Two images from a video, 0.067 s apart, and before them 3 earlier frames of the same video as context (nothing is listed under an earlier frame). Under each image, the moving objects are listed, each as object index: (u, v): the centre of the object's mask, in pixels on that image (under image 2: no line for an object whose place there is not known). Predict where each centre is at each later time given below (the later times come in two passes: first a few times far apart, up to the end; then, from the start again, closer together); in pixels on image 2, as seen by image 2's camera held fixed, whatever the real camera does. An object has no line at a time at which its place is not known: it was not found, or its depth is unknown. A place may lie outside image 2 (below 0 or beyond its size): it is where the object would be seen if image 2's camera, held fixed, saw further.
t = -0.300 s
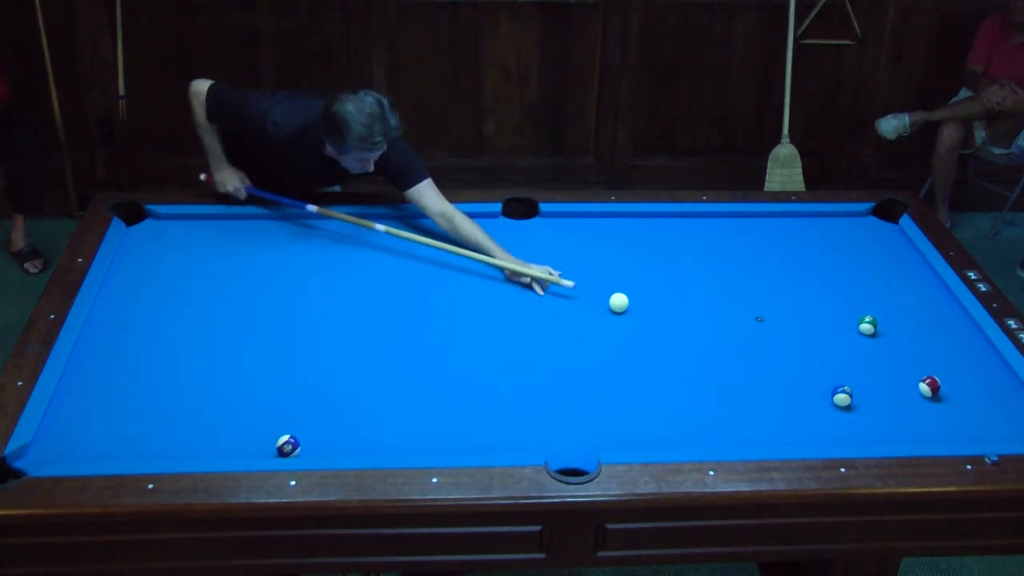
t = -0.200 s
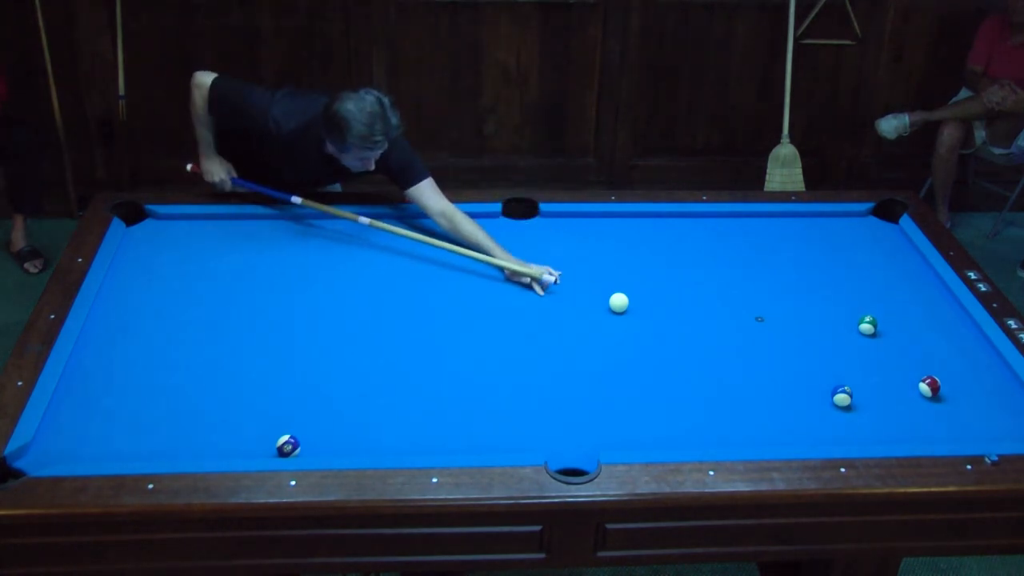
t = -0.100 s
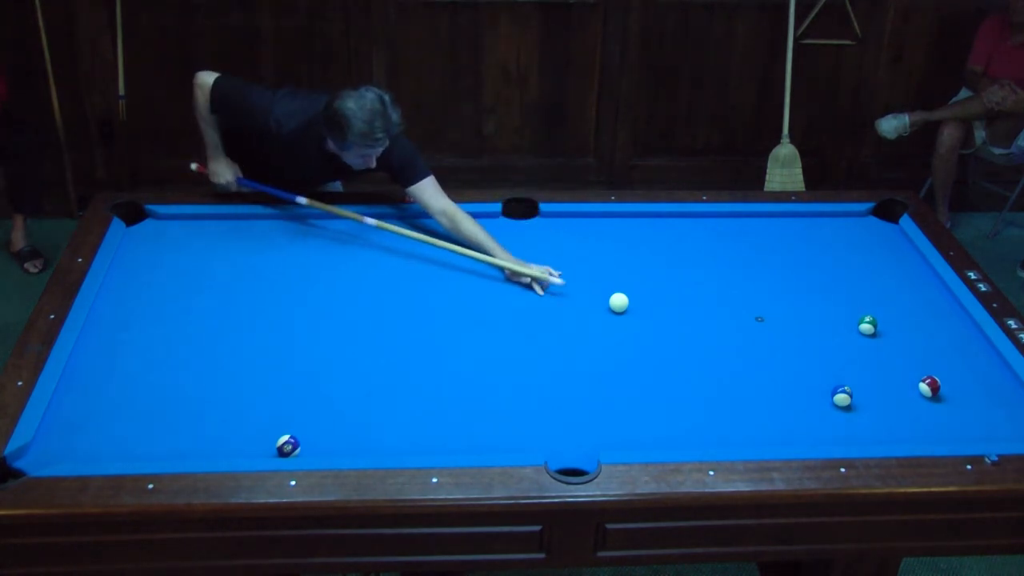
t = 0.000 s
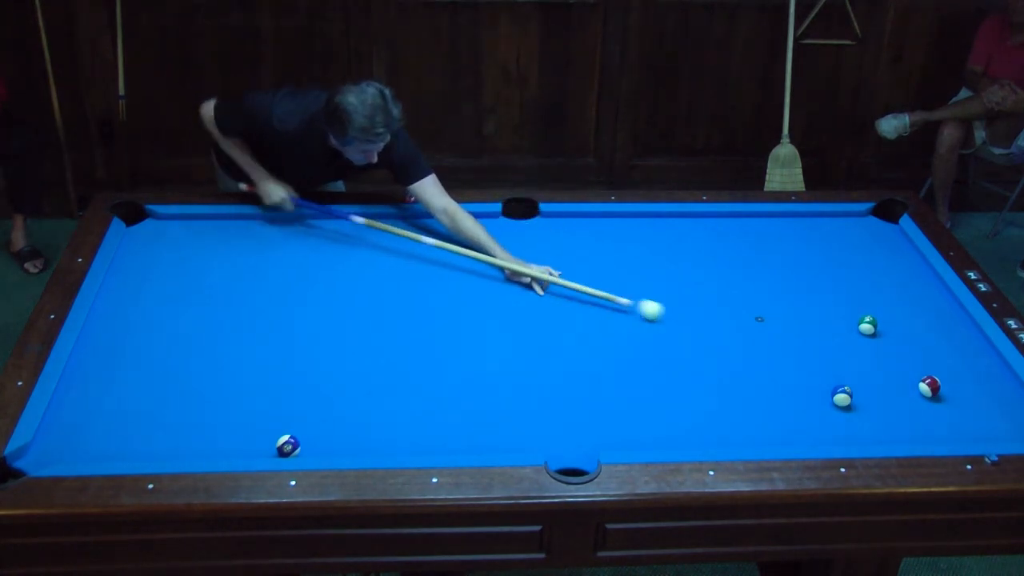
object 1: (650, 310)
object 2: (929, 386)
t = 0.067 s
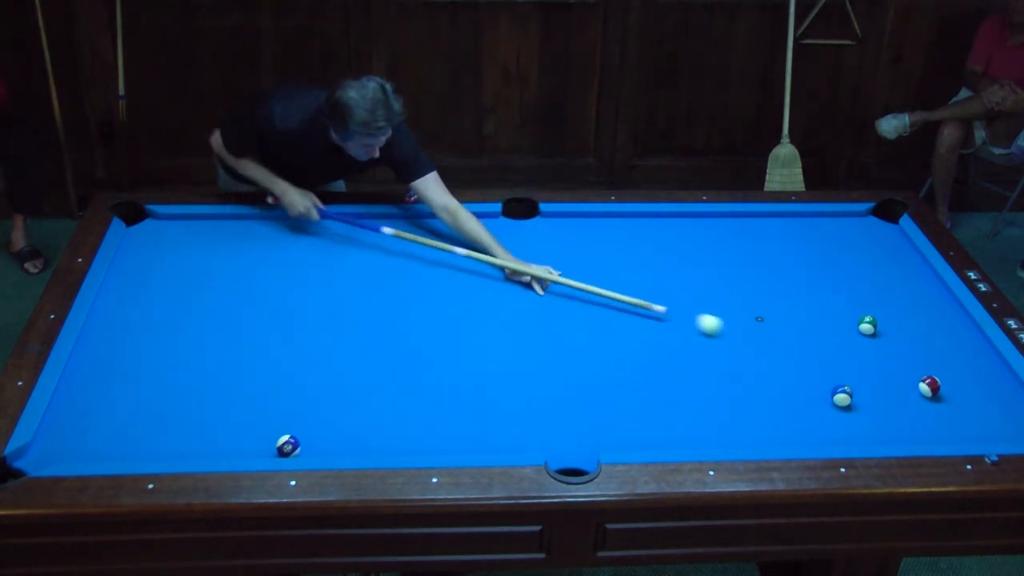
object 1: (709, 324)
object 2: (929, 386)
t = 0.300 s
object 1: (888, 370)
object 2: (929, 386)
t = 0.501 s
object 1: (955, 366)
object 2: (1014, 430)
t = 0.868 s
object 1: (951, 361)
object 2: (1005, 394)
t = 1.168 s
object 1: (891, 360)
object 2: (956, 365)
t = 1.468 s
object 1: (834, 359)
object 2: (911, 337)
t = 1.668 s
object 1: (797, 358)
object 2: (884, 322)
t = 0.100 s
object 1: (737, 331)
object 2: (929, 386)
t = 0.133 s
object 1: (764, 338)
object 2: (929, 386)
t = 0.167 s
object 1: (790, 345)
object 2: (929, 386)
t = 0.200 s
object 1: (815, 351)
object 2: (929, 386)
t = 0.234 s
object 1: (840, 358)
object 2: (929, 386)
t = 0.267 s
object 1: (864, 364)
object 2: (929, 386)
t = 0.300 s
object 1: (888, 370)
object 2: (929, 386)
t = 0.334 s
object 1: (911, 375)
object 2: (930, 387)
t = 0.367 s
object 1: (919, 373)
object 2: (948, 397)
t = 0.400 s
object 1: (926, 370)
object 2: (966, 406)
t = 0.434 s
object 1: (935, 368)
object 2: (982, 416)
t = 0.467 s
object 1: (944, 367)
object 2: (999, 423)
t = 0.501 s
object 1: (955, 366)
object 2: (1014, 430)
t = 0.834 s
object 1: (958, 361)
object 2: (1014, 399)
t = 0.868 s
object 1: (951, 361)
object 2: (1005, 394)
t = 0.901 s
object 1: (944, 361)
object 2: (1000, 391)
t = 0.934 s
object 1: (937, 361)
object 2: (995, 389)
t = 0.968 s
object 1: (931, 361)
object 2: (988, 384)
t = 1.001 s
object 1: (924, 361)
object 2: (982, 380)
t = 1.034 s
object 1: (918, 360)
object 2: (978, 378)
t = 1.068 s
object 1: (911, 360)
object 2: (973, 375)
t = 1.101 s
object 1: (904, 360)
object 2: (965, 370)
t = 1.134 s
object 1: (898, 360)
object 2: (960, 368)
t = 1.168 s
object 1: (891, 360)
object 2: (956, 365)
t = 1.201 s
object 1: (885, 360)
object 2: (950, 361)
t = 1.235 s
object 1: (878, 360)
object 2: (945, 358)
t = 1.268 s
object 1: (872, 359)
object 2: (940, 355)
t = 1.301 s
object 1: (865, 359)
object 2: (936, 353)
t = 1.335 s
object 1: (859, 359)
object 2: (930, 348)
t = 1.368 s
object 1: (853, 359)
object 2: (924, 346)
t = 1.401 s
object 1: (846, 359)
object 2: (920, 343)
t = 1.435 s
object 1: (840, 359)
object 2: (916, 341)
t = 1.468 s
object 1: (834, 359)
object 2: (911, 337)
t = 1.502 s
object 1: (828, 359)
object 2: (906, 335)
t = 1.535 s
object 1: (822, 359)
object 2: (902, 332)
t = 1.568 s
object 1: (816, 359)
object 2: (898, 330)
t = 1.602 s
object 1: (809, 358)
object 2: (893, 327)
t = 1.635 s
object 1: (803, 358)
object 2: (887, 323)
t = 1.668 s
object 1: (797, 358)
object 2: (884, 322)
